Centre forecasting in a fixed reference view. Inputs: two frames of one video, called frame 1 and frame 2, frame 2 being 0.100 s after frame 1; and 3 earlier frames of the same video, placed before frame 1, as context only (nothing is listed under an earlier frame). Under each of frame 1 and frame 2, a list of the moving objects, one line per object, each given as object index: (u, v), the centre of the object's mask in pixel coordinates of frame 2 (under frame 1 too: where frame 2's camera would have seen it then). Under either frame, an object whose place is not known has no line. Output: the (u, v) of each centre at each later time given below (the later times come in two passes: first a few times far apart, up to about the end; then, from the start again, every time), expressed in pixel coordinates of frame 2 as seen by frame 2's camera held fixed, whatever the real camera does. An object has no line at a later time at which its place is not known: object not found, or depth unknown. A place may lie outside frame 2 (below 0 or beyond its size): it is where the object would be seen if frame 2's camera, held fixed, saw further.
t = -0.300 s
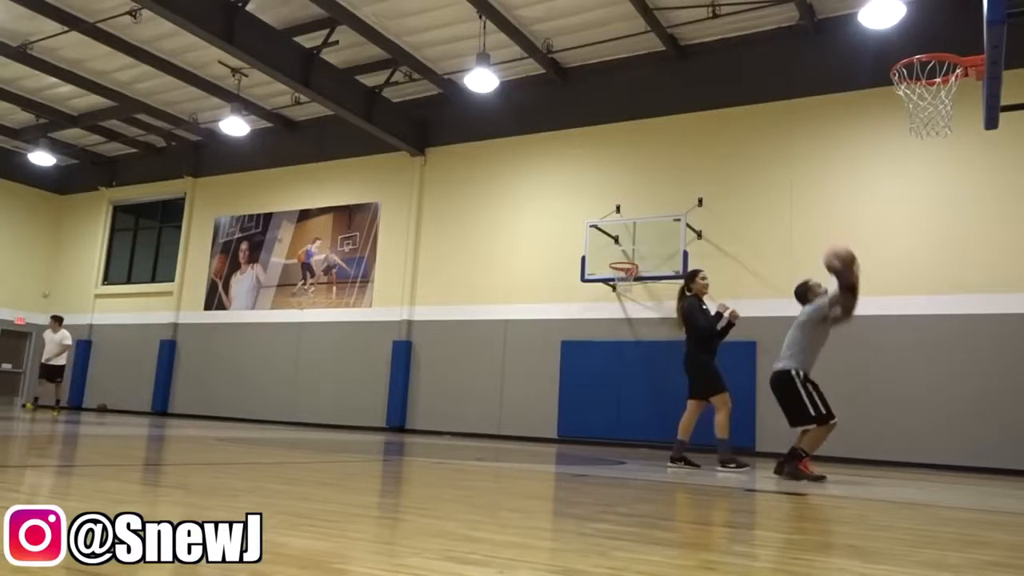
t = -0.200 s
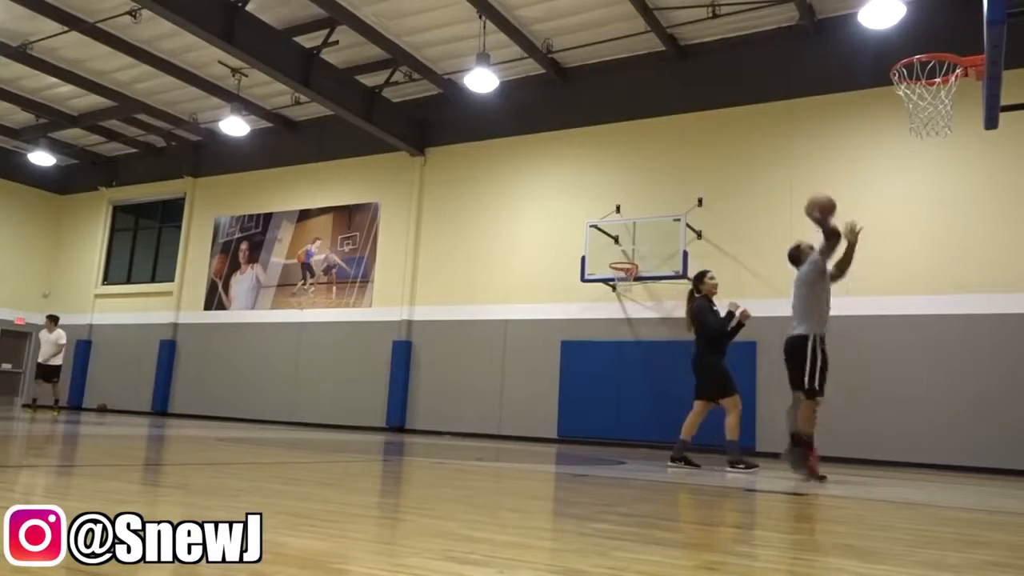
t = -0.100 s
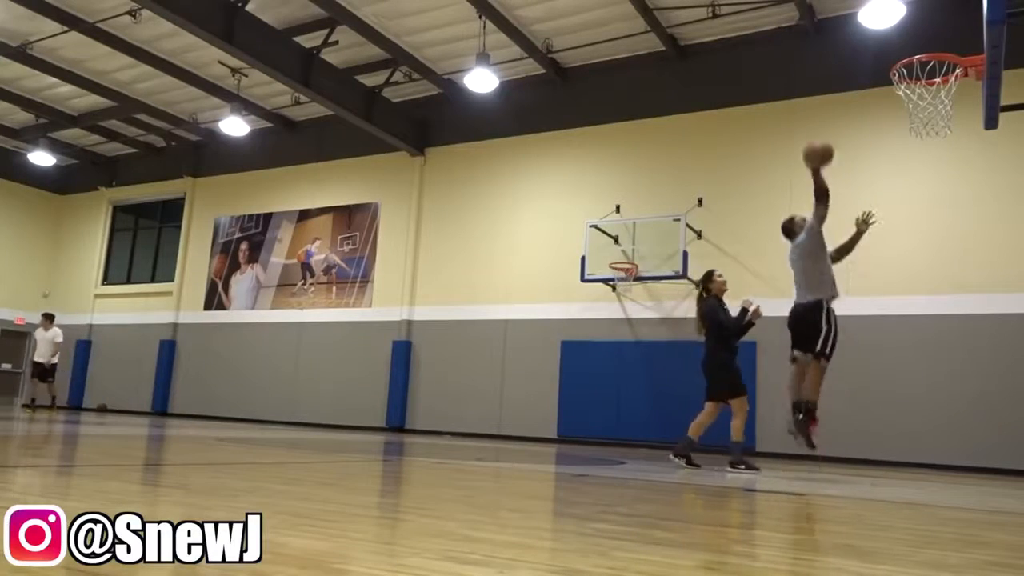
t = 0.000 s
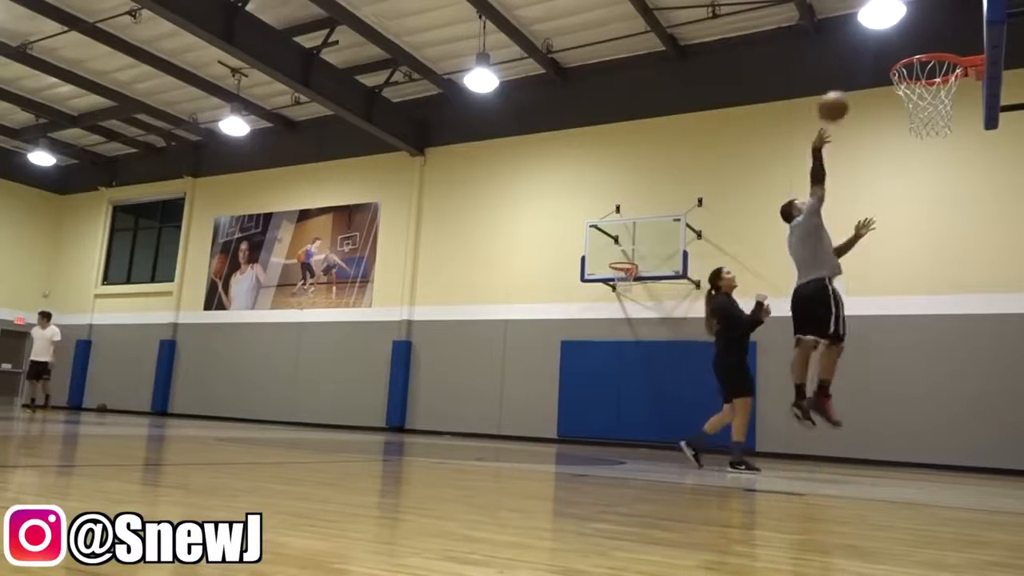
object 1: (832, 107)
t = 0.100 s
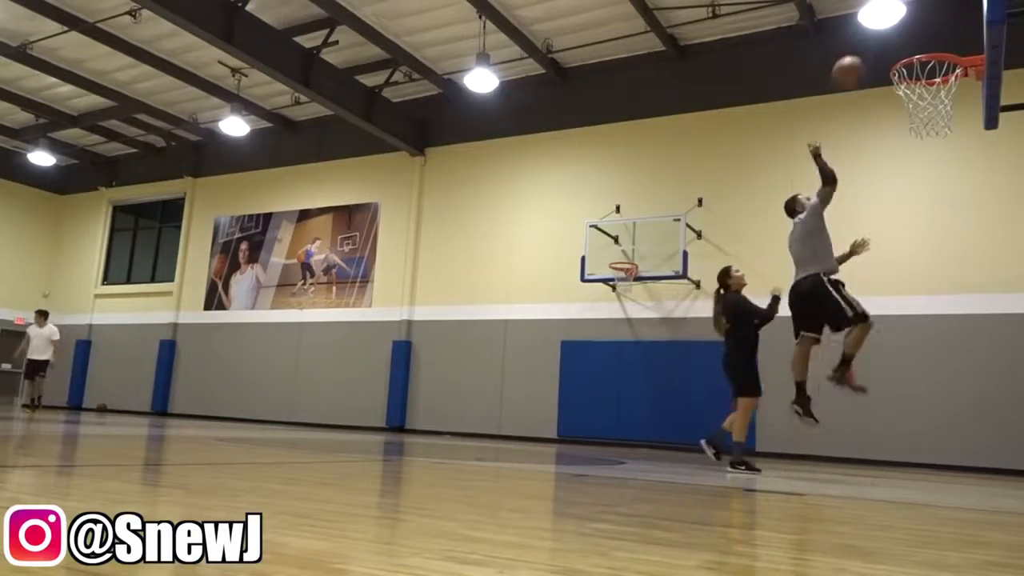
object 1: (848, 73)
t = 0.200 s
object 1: (863, 49)
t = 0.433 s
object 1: (906, 38)
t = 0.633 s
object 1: (932, 37)
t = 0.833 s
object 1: (961, 41)
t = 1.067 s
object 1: (949, 86)
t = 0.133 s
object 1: (853, 62)
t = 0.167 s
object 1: (858, 56)
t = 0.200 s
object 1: (863, 49)
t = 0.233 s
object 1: (868, 45)
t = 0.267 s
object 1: (873, 44)
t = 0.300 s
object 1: (880, 38)
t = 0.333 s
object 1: (883, 38)
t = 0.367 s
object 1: (892, 36)
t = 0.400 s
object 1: (900, 36)
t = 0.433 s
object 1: (906, 38)
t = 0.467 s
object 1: (911, 41)
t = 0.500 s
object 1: (916, 41)
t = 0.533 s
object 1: (920, 39)
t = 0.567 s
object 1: (924, 38)
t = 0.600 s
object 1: (927, 37)
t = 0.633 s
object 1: (932, 37)
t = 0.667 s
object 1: (936, 38)
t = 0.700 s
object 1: (941, 36)
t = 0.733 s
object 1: (946, 36)
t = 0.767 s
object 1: (951, 36)
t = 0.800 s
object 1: (956, 38)
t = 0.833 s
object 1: (961, 41)
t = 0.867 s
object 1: (966, 44)
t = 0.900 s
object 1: (969, 50)
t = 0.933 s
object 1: (966, 54)
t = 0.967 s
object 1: (962, 60)
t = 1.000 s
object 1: (957, 67)
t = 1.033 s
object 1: (954, 75)
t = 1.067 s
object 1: (949, 86)
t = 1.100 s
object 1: (945, 97)
